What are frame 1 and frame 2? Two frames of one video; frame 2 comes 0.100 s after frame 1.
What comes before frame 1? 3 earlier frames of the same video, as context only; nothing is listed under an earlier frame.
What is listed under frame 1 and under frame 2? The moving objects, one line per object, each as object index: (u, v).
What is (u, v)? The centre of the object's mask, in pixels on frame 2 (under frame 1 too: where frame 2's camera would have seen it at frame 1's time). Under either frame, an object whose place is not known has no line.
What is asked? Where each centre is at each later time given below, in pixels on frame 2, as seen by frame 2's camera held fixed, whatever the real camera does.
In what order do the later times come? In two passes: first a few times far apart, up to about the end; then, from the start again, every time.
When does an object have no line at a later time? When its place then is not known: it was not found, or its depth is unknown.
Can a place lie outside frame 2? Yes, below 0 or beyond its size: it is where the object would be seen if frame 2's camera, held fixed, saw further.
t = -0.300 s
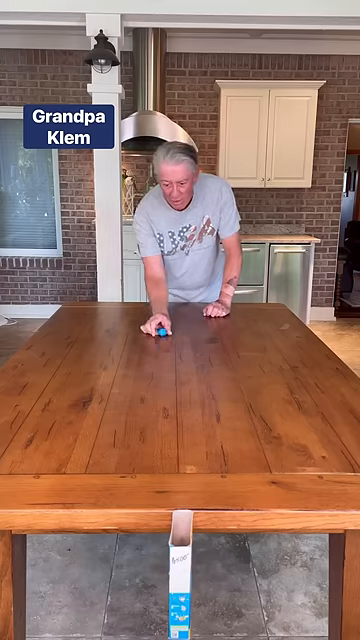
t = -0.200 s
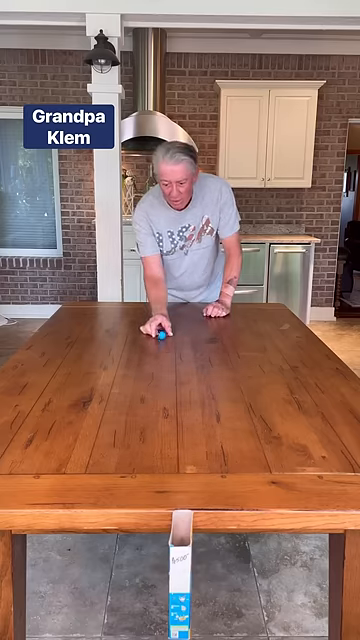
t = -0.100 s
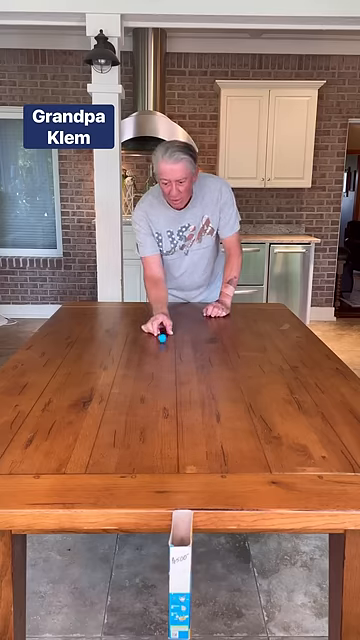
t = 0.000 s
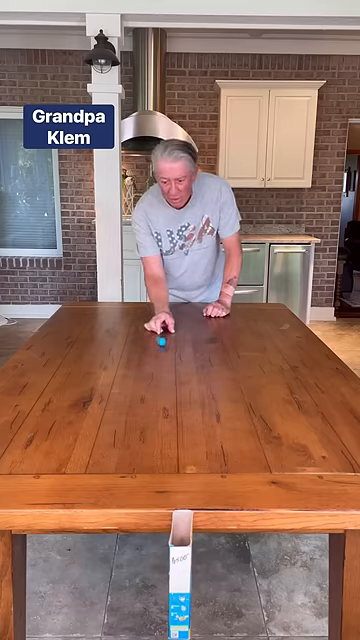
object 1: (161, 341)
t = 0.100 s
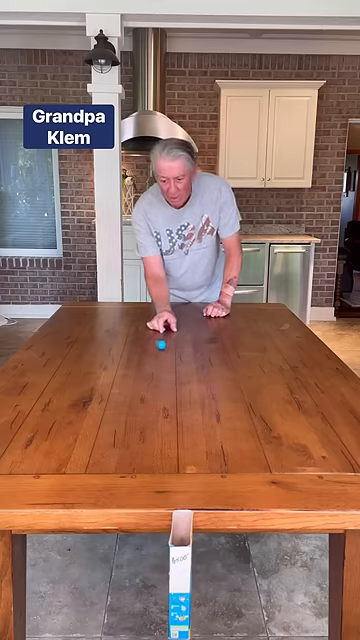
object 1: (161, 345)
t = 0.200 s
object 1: (161, 348)
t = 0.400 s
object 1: (161, 355)
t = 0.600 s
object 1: (160, 363)
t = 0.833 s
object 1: (160, 371)
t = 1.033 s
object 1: (159, 379)
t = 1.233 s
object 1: (159, 387)
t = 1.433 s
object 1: (160, 395)
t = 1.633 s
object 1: (160, 403)
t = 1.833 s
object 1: (160, 412)
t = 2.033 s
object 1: (159, 420)
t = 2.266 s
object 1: (156, 431)
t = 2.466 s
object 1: (155, 441)
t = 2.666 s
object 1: (151, 451)
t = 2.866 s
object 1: (148, 463)
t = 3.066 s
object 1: (143, 474)
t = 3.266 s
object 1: (138, 487)
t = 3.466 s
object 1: (130, 501)
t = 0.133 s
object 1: (161, 346)
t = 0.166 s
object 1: (161, 347)
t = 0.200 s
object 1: (161, 348)
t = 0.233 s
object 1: (161, 349)
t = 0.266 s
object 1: (161, 351)
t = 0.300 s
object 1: (161, 352)
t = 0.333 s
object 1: (160, 353)
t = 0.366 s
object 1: (160, 354)
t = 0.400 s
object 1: (161, 355)
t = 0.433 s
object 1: (160, 357)
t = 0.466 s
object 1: (161, 358)
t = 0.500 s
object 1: (161, 359)
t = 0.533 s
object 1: (160, 360)
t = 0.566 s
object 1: (160, 362)
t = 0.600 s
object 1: (160, 363)
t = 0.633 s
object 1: (160, 364)
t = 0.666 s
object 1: (160, 365)
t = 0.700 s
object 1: (160, 366)
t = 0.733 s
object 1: (160, 368)
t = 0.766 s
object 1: (160, 369)
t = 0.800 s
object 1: (160, 370)
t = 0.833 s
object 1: (160, 371)
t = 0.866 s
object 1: (160, 373)
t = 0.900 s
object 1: (160, 374)
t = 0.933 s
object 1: (159, 375)
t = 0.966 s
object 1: (159, 376)
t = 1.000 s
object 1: (159, 378)
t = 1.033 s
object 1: (159, 379)
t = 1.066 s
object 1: (159, 380)
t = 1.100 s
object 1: (159, 382)
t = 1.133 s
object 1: (160, 383)
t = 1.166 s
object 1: (160, 384)
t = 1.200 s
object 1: (159, 386)
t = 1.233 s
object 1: (159, 387)
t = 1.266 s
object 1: (160, 388)
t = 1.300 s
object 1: (160, 390)
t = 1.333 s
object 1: (160, 391)
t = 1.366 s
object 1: (160, 392)
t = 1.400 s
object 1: (160, 393)
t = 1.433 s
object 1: (160, 395)
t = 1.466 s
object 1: (160, 396)
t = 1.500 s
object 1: (160, 398)
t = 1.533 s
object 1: (160, 399)
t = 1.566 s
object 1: (160, 400)
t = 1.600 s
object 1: (160, 401)
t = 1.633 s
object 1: (160, 403)
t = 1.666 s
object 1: (160, 404)
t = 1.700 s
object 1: (160, 406)
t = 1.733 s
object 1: (160, 407)
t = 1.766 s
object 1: (160, 409)
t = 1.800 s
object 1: (160, 410)
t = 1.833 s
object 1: (160, 412)
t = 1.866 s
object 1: (160, 413)
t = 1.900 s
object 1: (159, 414)
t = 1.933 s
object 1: (159, 416)
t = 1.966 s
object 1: (159, 417)
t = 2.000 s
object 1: (159, 419)
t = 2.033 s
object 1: (159, 420)
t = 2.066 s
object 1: (158, 422)
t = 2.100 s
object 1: (158, 423)
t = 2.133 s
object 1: (158, 425)
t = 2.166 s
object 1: (157, 426)
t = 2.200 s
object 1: (157, 428)
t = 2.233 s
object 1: (156, 430)
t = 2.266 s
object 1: (156, 431)
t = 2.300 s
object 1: (156, 433)
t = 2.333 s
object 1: (156, 435)
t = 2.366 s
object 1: (156, 436)
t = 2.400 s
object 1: (155, 438)
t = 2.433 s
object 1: (155, 440)
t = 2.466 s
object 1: (155, 441)
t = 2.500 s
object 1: (154, 443)
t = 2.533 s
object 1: (153, 445)
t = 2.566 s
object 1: (153, 446)
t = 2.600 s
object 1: (152, 448)
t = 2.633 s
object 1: (152, 450)
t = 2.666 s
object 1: (151, 451)
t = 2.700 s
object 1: (151, 453)
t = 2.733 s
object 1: (150, 455)
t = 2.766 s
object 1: (150, 457)
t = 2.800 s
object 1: (149, 459)
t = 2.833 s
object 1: (149, 461)
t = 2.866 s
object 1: (148, 463)
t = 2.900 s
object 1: (147, 465)
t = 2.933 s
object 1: (146, 467)
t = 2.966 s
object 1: (145, 469)
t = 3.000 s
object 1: (144, 471)
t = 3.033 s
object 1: (143, 473)
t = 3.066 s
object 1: (143, 474)
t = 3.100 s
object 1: (142, 477)
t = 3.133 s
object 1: (141, 479)
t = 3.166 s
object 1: (141, 481)
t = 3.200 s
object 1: (140, 483)
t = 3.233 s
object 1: (139, 485)
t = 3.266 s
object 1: (138, 487)
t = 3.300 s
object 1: (137, 489)
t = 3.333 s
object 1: (136, 492)
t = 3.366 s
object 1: (134, 494)
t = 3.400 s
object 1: (132, 496)
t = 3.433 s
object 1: (131, 499)
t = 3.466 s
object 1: (130, 501)
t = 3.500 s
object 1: (129, 507)
